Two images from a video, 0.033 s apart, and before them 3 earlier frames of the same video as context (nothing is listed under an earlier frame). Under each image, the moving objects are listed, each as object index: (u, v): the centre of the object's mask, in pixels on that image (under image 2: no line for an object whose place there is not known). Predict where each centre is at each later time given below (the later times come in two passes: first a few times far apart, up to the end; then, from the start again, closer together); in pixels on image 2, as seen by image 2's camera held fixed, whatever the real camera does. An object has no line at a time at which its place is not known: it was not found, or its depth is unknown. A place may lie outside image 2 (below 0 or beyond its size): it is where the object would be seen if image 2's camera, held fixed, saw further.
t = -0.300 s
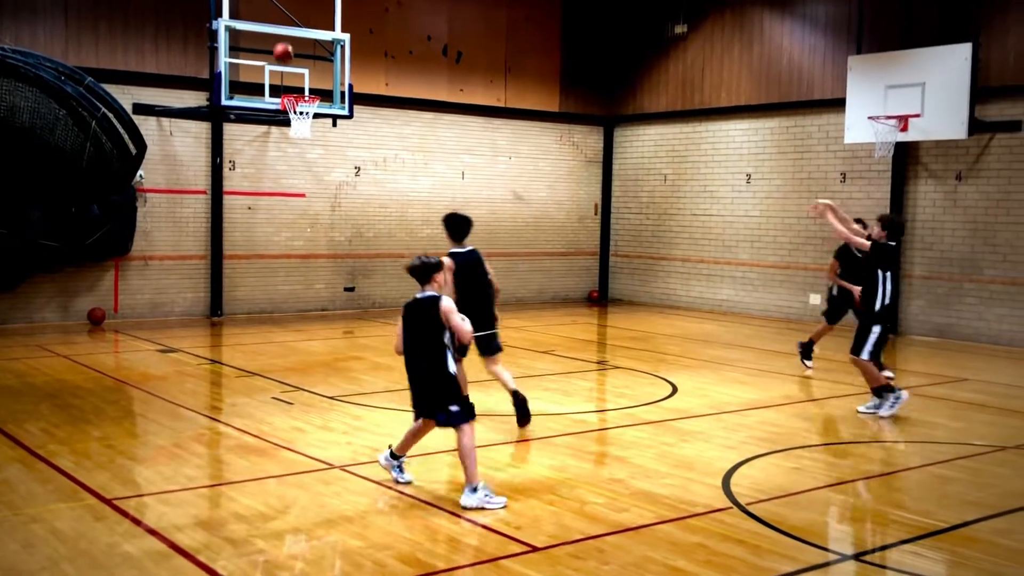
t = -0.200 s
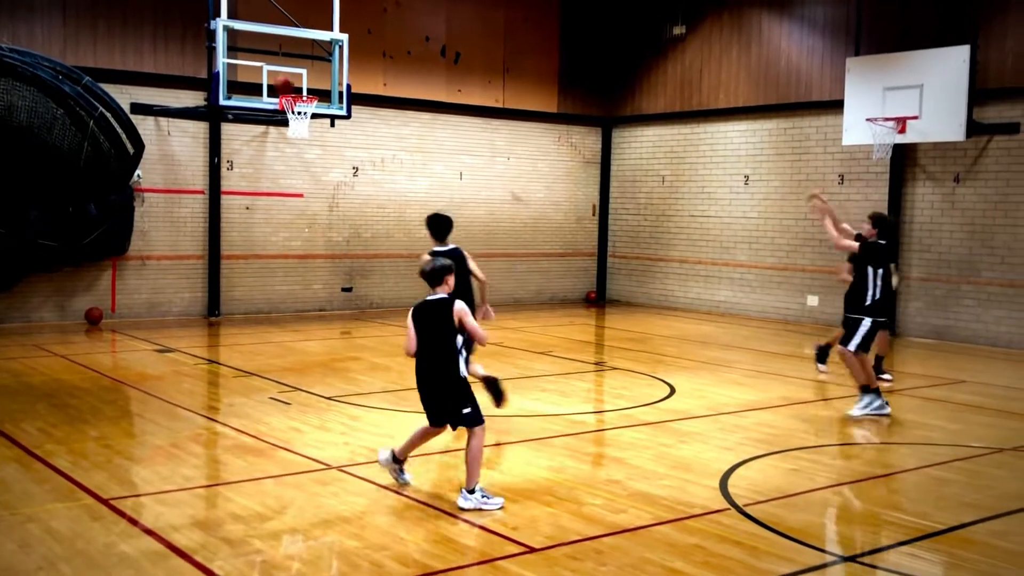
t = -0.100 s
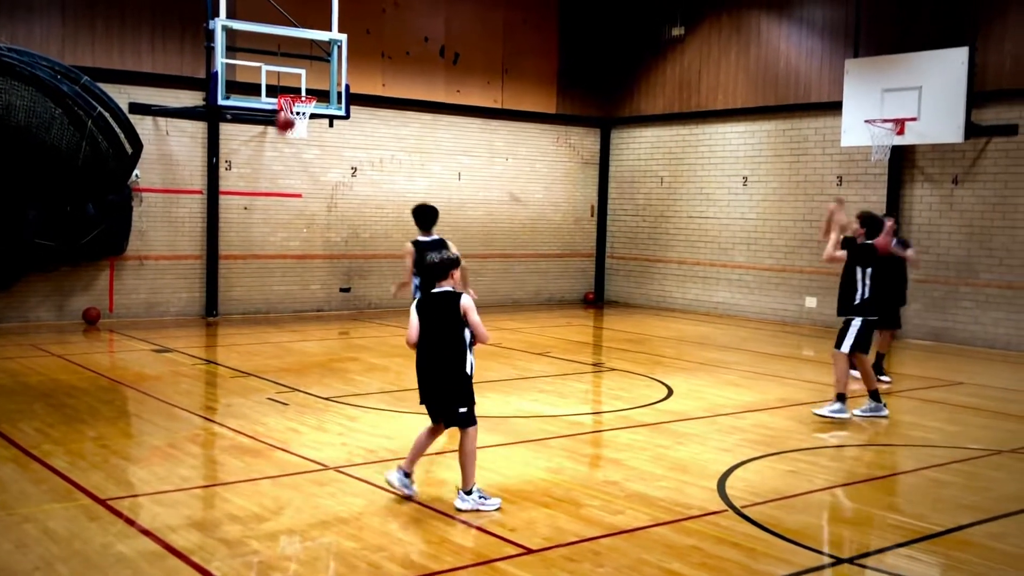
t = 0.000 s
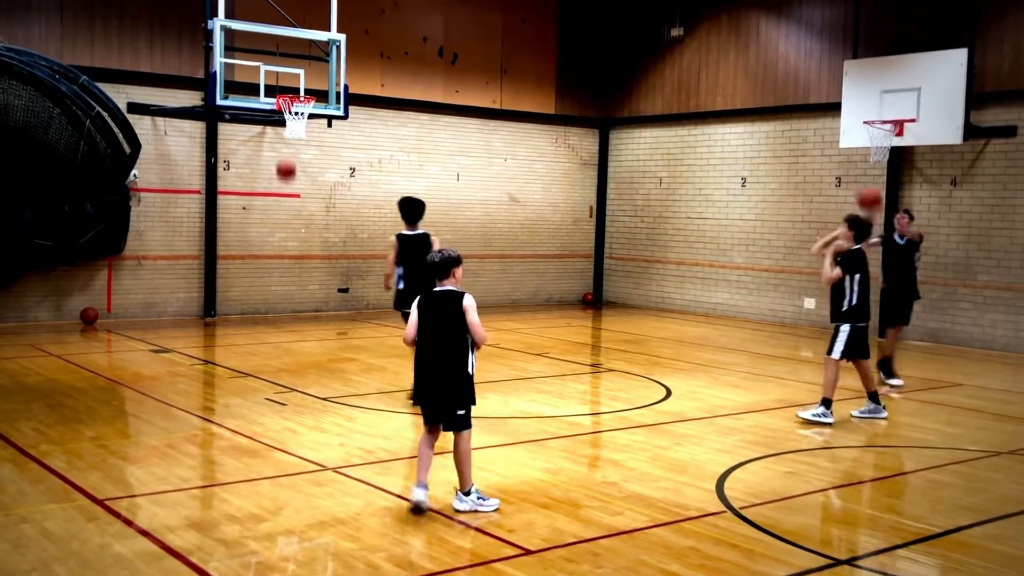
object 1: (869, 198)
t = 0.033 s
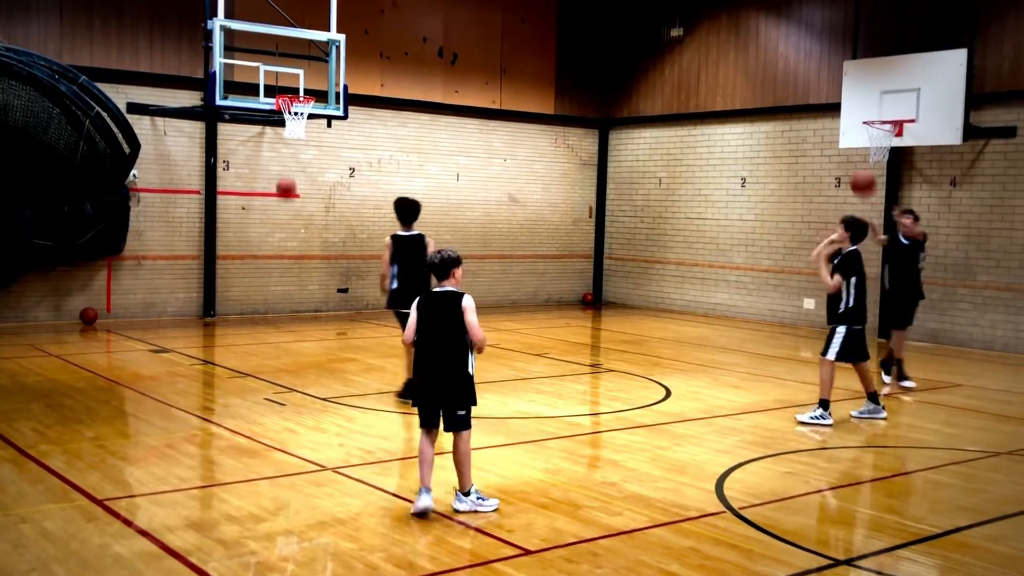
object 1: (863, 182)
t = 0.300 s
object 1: (802, 76)
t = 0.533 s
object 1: (733, 34)
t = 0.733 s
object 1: (657, 50)
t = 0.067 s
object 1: (856, 167)
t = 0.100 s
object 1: (849, 152)
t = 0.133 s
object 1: (841, 137)
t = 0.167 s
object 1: (834, 122)
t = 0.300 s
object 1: (802, 76)
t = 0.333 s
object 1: (794, 67)
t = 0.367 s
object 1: (784, 59)
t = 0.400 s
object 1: (775, 52)
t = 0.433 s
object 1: (766, 46)
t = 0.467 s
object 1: (755, 41)
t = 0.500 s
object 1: (745, 37)
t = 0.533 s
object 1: (733, 34)
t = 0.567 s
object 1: (722, 33)
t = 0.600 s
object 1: (710, 33)
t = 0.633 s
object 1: (699, 35)
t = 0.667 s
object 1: (686, 38)
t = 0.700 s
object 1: (672, 43)
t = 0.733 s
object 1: (657, 50)
